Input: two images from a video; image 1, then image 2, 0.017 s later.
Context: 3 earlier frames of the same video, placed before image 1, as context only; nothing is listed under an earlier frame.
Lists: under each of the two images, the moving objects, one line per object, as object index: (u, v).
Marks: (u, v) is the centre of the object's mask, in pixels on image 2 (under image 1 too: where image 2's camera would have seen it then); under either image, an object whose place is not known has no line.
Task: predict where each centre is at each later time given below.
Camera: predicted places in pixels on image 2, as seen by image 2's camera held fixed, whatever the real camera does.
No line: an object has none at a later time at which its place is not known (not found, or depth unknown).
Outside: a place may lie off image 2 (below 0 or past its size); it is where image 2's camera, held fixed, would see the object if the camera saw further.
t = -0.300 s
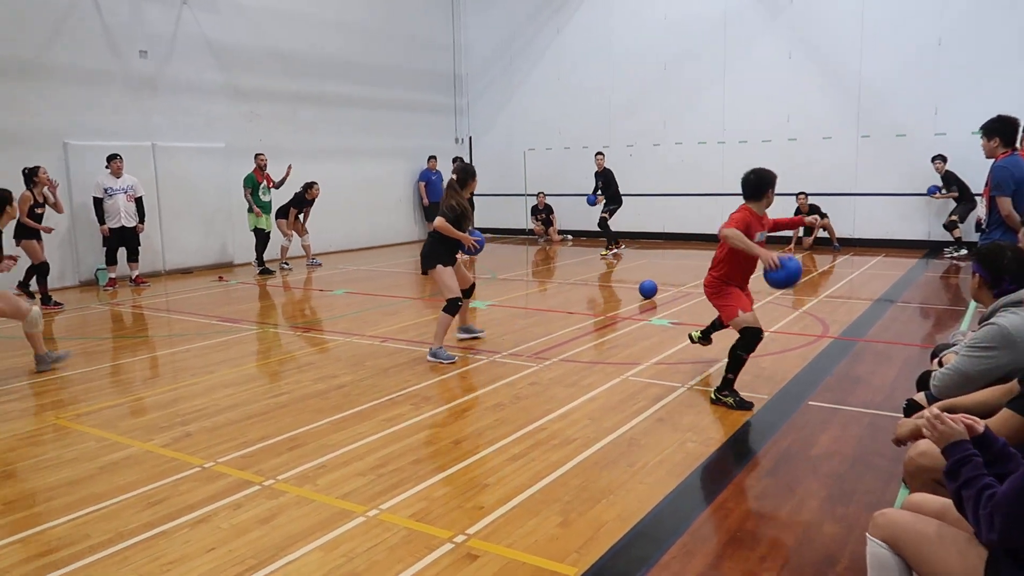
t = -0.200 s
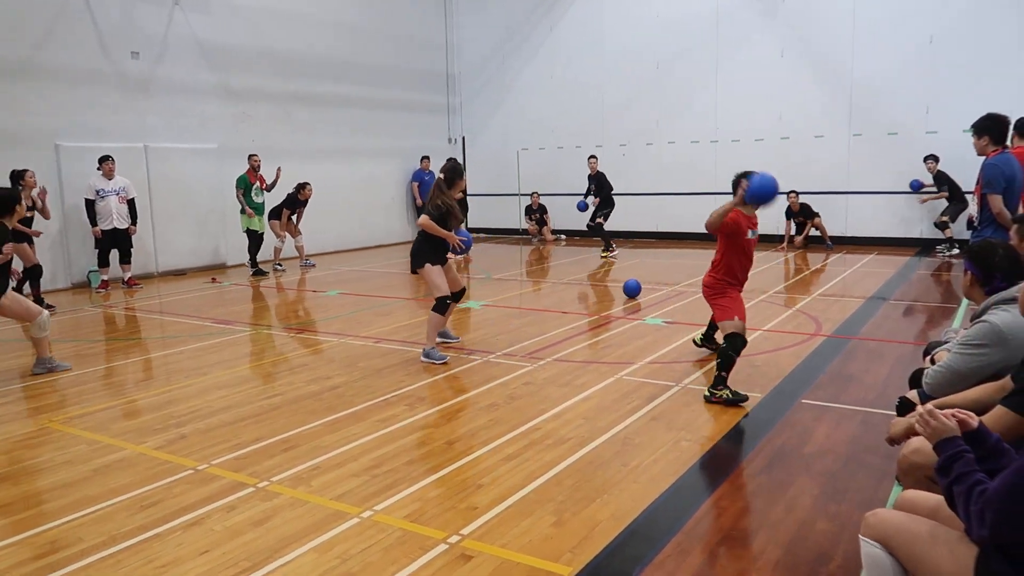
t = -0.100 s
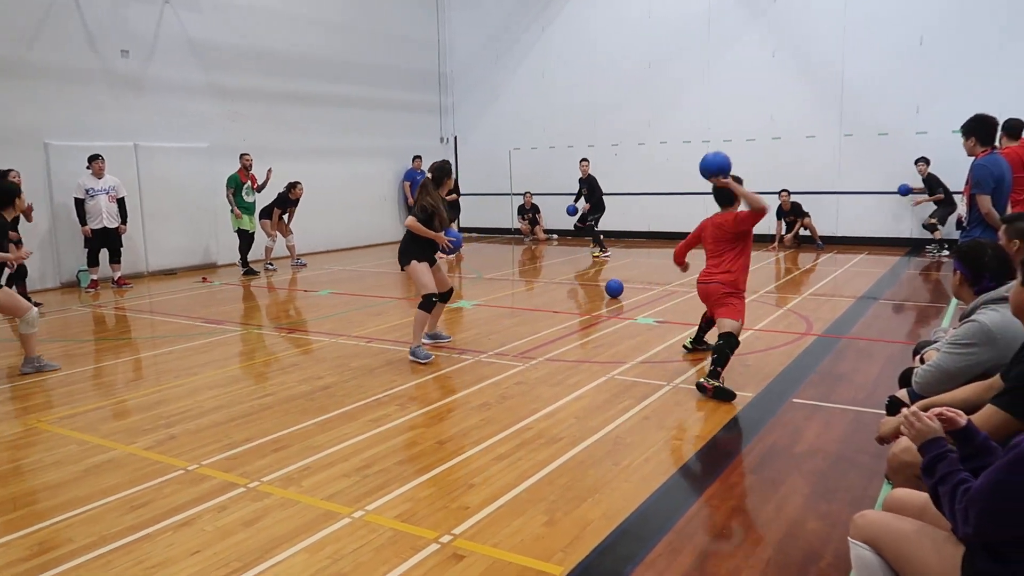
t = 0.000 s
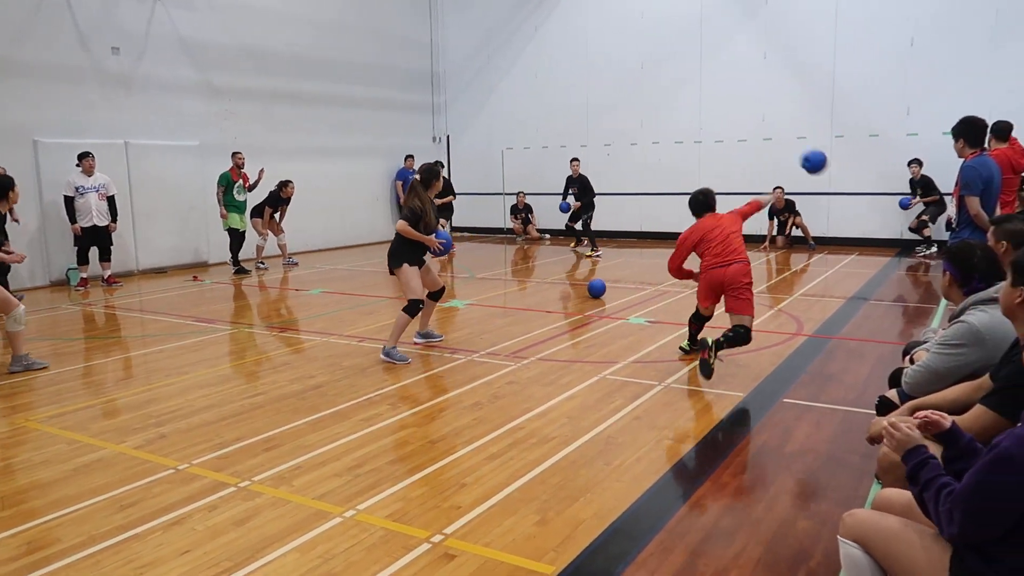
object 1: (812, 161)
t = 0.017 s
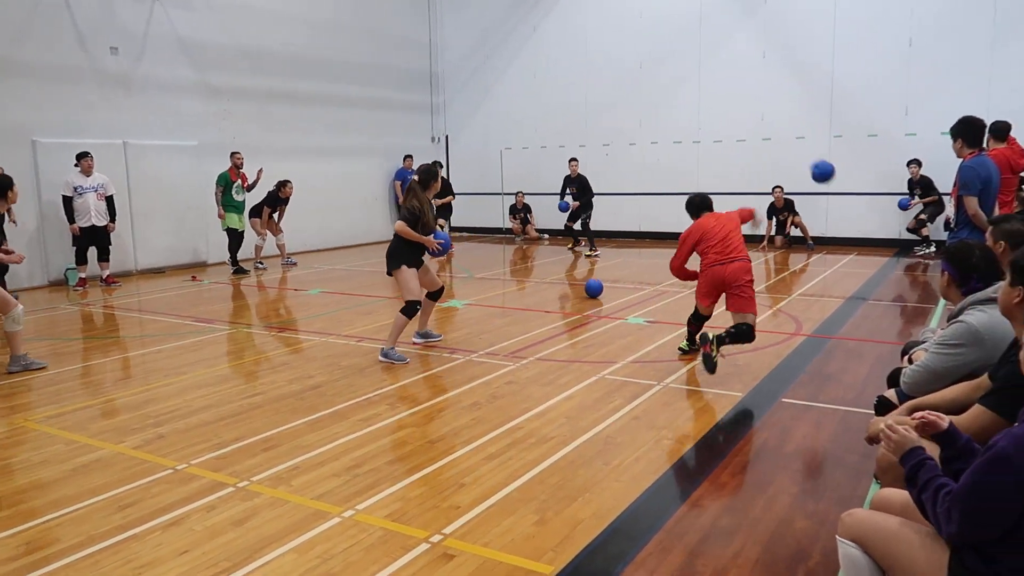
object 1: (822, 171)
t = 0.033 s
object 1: (831, 180)
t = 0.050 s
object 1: (838, 187)
